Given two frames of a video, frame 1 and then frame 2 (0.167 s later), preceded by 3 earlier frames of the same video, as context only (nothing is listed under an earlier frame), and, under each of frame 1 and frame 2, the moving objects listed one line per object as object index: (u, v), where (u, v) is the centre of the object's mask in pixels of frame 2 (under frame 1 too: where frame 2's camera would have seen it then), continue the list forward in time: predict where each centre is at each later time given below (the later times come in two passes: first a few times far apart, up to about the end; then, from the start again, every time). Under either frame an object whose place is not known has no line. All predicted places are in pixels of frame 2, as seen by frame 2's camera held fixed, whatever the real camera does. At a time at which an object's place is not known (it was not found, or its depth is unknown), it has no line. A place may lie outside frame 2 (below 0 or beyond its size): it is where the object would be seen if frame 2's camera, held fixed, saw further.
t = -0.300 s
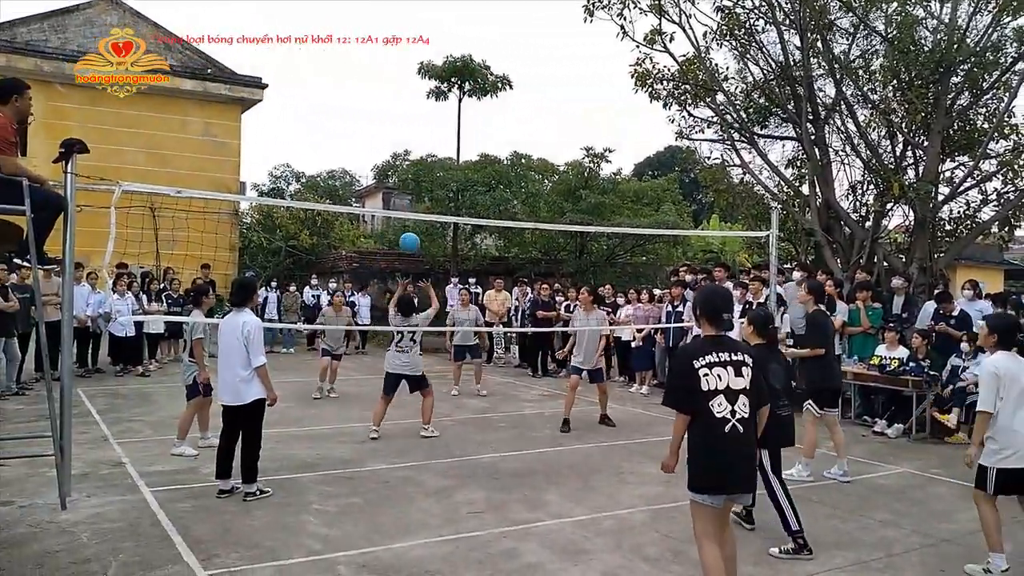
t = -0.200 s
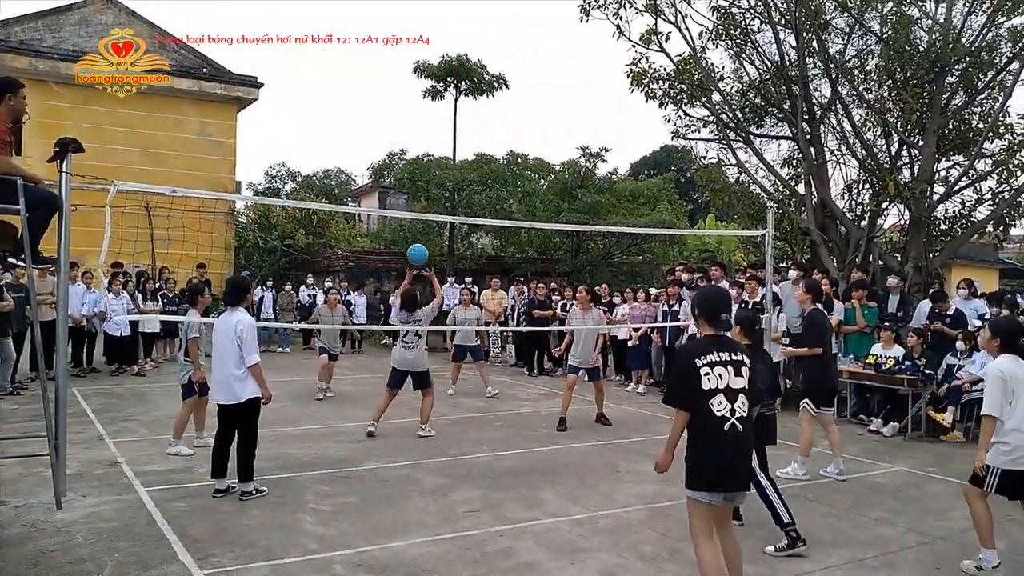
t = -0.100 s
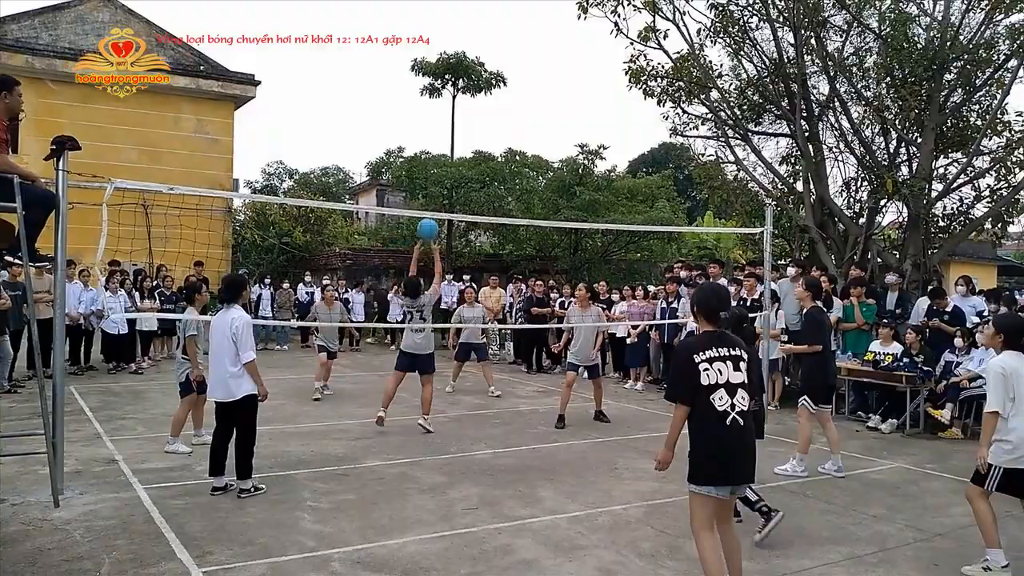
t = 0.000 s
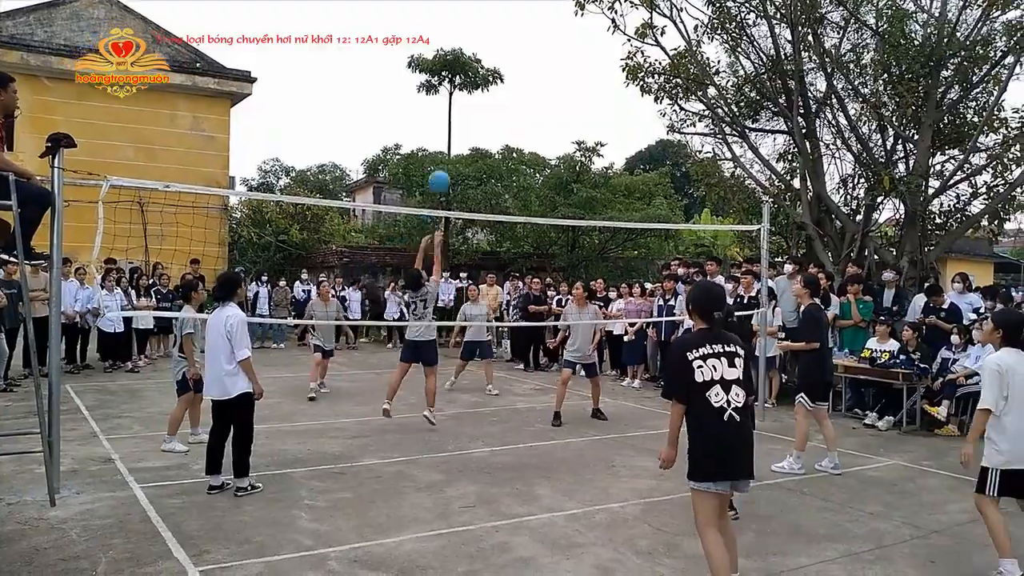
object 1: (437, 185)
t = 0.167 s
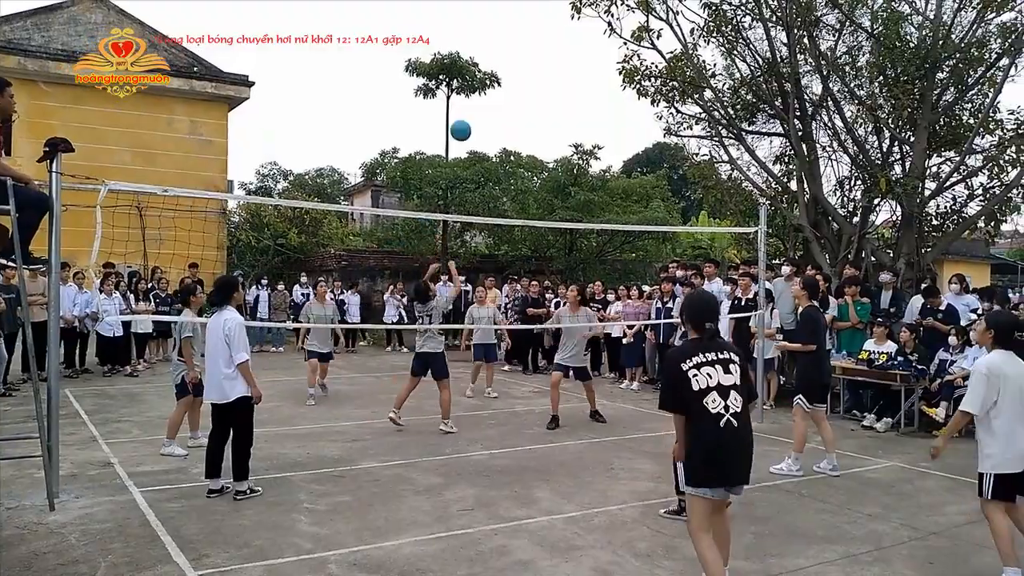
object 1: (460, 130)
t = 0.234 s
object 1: (470, 116)
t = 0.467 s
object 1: (501, 99)
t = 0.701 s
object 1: (530, 131)
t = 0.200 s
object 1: (465, 123)
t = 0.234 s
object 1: (470, 116)
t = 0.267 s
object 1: (474, 110)
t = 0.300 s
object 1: (479, 106)
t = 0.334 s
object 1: (483, 102)
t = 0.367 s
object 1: (488, 100)
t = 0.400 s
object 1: (493, 98)
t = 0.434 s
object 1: (497, 98)
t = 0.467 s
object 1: (501, 99)
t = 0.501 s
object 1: (506, 100)
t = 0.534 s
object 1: (510, 103)
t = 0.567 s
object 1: (514, 106)
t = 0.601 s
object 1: (518, 111)
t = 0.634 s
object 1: (523, 117)
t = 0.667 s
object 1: (526, 124)
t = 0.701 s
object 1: (530, 131)
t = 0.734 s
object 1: (535, 140)
